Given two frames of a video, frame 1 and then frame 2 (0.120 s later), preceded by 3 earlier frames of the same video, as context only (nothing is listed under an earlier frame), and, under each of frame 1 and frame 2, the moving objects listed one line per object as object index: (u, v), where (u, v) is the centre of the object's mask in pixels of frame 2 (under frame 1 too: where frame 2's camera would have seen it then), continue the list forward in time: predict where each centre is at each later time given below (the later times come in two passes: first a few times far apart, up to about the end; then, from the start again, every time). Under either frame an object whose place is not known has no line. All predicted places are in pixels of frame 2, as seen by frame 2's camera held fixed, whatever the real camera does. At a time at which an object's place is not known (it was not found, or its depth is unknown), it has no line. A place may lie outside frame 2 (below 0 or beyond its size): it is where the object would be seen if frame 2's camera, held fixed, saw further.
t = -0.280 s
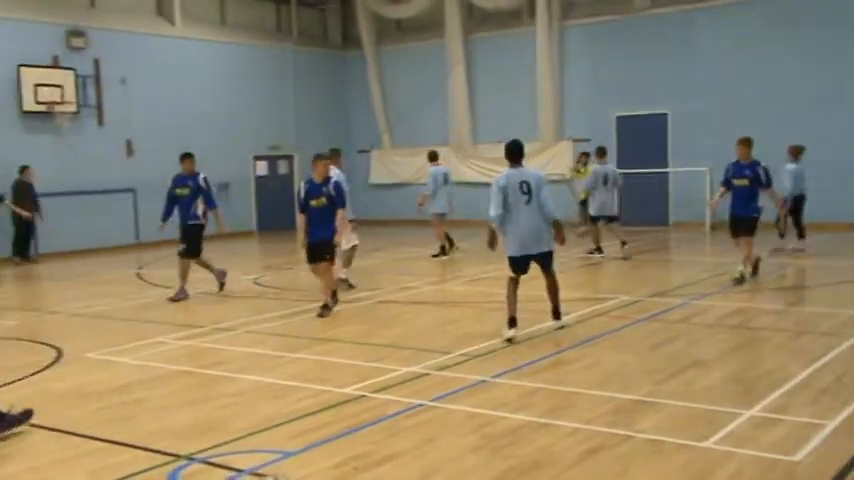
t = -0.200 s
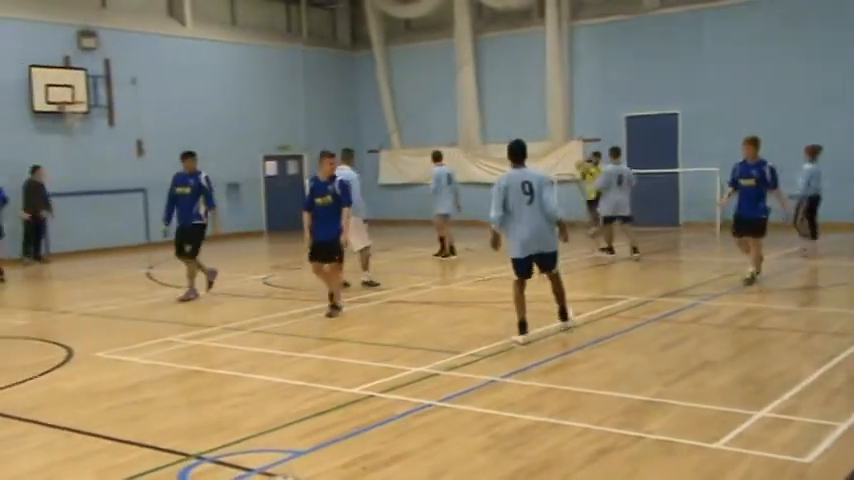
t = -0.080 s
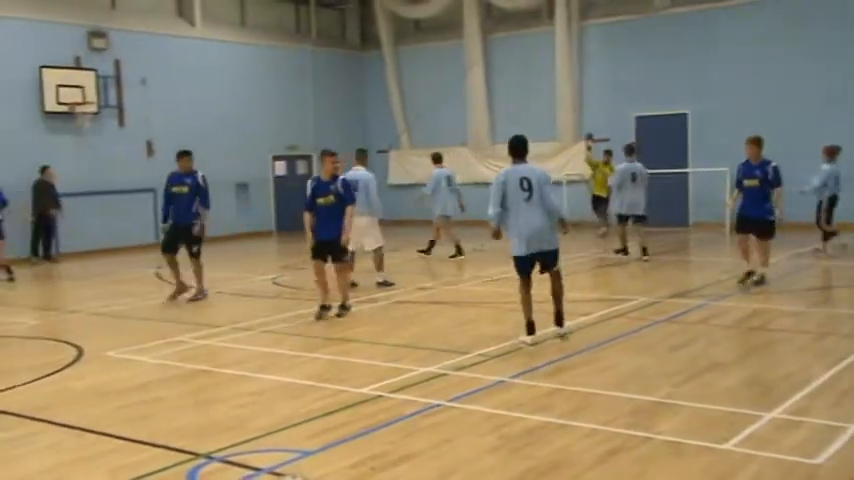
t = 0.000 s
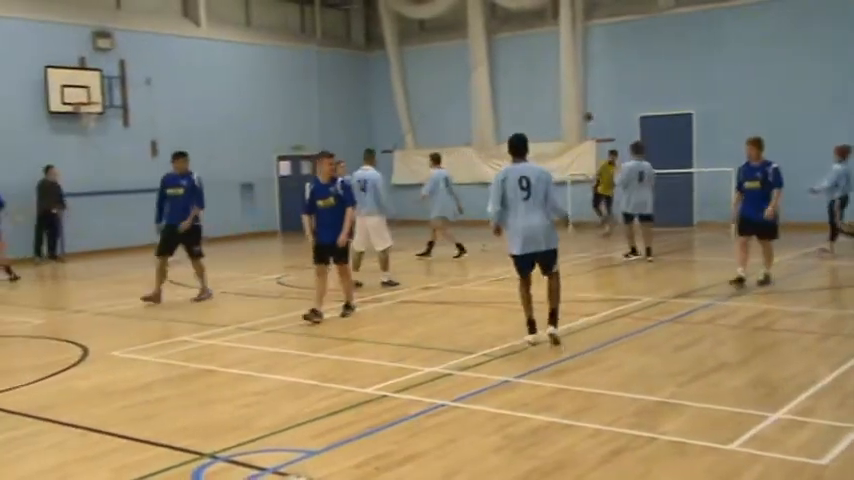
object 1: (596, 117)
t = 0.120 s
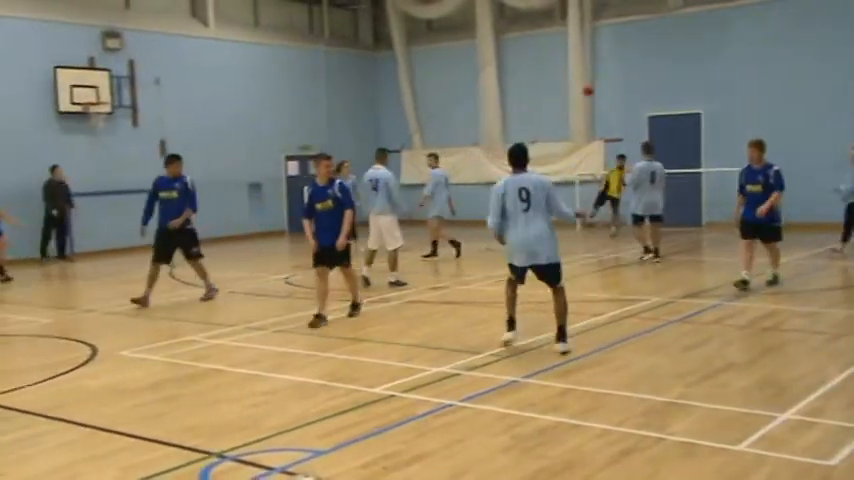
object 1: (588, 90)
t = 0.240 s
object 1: (579, 69)
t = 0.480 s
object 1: (558, 47)
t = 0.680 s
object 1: (537, 62)
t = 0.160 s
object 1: (586, 83)
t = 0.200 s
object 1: (582, 76)
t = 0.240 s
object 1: (579, 69)
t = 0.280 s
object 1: (576, 63)
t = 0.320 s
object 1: (572, 58)
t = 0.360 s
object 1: (568, 54)
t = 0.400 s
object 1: (564, 50)
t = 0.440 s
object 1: (561, 48)
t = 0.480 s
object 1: (558, 47)
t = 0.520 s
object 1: (555, 47)
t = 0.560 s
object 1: (549, 48)
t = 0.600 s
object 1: (545, 51)
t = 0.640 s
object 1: (541, 56)
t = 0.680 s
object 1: (537, 62)
